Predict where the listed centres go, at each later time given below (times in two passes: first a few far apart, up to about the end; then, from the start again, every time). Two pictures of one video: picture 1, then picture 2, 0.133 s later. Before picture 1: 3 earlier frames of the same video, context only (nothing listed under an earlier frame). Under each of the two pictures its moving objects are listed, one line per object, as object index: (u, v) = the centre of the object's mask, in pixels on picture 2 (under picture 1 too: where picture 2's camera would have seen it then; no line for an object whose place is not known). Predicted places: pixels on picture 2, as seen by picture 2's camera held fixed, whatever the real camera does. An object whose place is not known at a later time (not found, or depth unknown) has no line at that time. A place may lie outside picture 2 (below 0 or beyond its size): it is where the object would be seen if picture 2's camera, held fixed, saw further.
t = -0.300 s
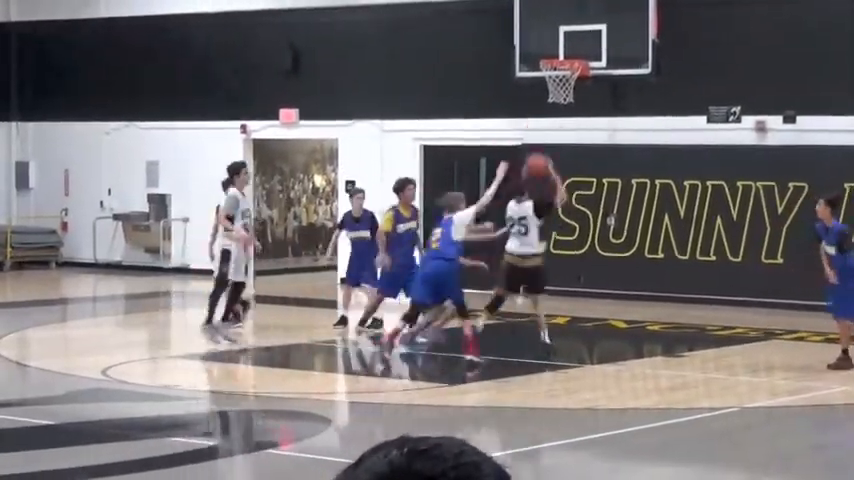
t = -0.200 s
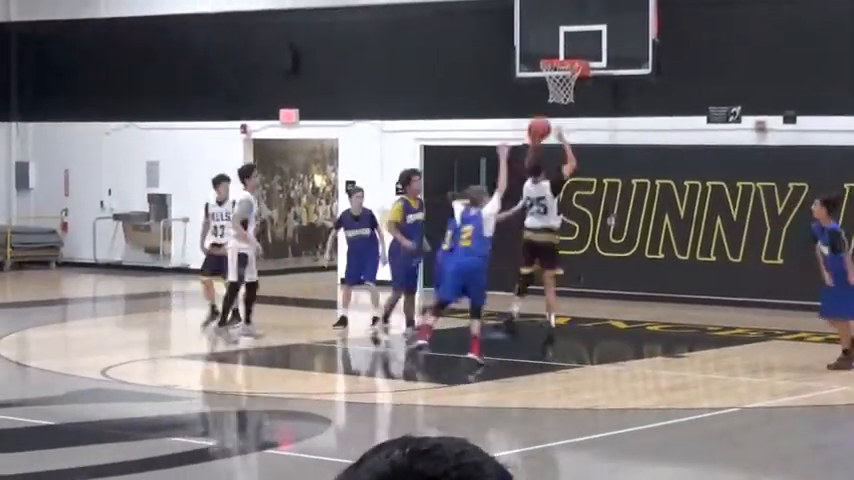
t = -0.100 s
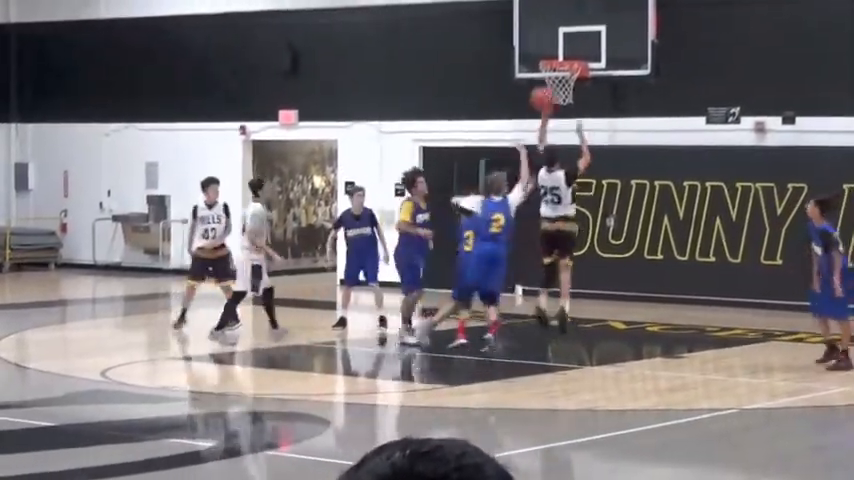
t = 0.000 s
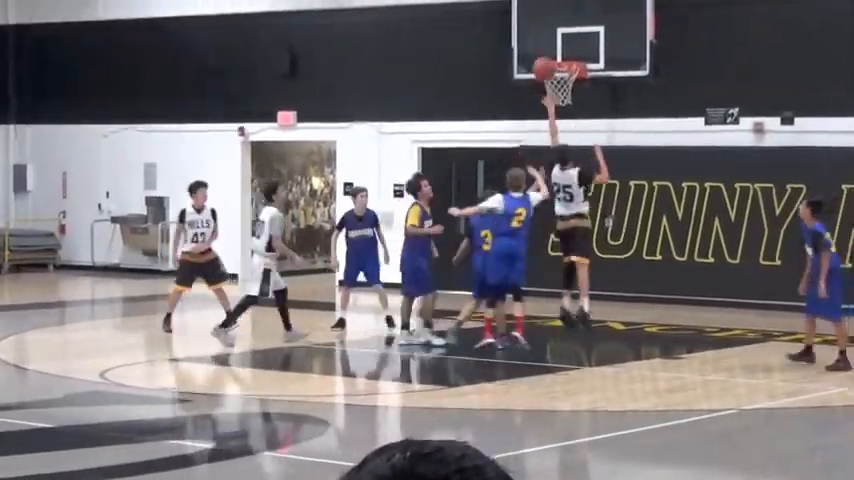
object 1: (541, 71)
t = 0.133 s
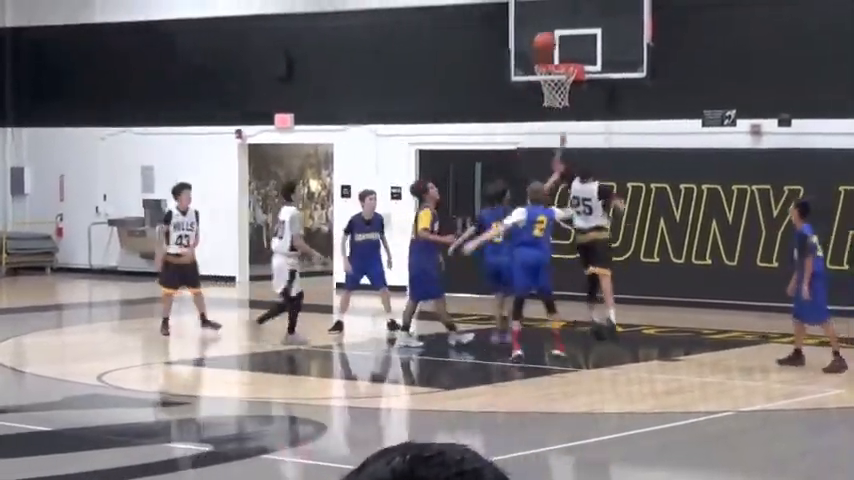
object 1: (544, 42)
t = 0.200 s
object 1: (546, 36)
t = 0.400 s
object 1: (551, 39)
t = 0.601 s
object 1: (553, 50)
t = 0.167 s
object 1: (545, 38)
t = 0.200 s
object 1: (546, 36)
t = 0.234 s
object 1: (547, 34)
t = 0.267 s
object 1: (547, 34)
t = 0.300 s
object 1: (548, 33)
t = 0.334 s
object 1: (549, 35)
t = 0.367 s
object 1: (549, 37)
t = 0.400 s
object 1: (551, 39)
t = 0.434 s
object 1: (552, 44)
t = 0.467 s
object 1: (553, 48)
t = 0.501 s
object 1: (553, 52)
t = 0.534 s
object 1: (553, 51)
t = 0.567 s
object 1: (553, 50)
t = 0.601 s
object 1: (553, 50)
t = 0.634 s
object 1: (554, 50)
